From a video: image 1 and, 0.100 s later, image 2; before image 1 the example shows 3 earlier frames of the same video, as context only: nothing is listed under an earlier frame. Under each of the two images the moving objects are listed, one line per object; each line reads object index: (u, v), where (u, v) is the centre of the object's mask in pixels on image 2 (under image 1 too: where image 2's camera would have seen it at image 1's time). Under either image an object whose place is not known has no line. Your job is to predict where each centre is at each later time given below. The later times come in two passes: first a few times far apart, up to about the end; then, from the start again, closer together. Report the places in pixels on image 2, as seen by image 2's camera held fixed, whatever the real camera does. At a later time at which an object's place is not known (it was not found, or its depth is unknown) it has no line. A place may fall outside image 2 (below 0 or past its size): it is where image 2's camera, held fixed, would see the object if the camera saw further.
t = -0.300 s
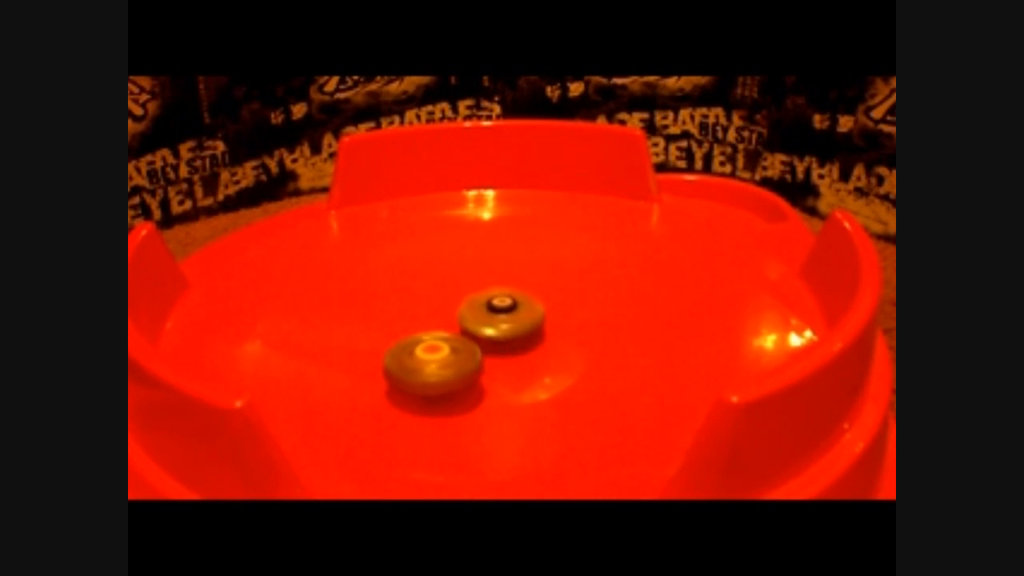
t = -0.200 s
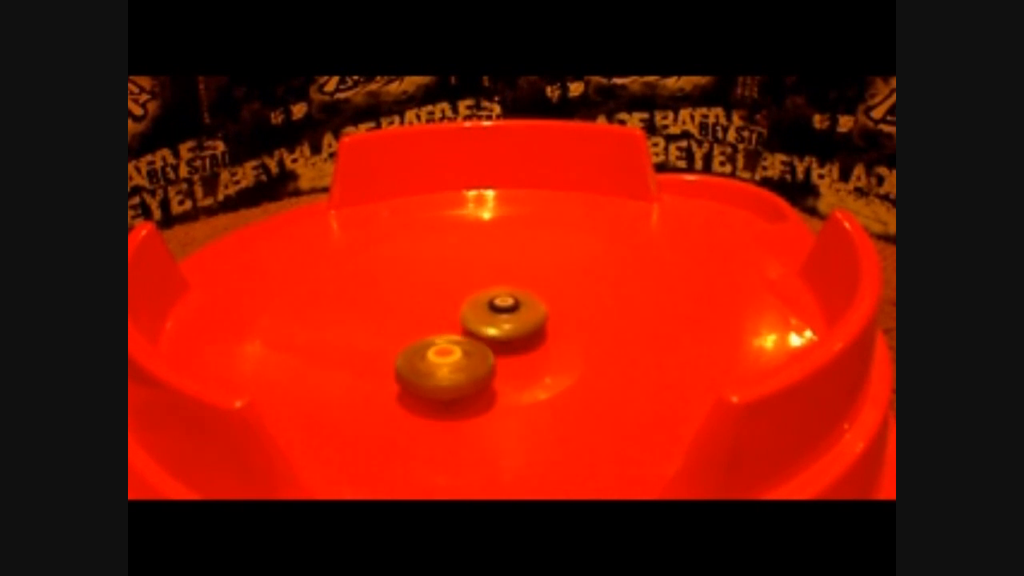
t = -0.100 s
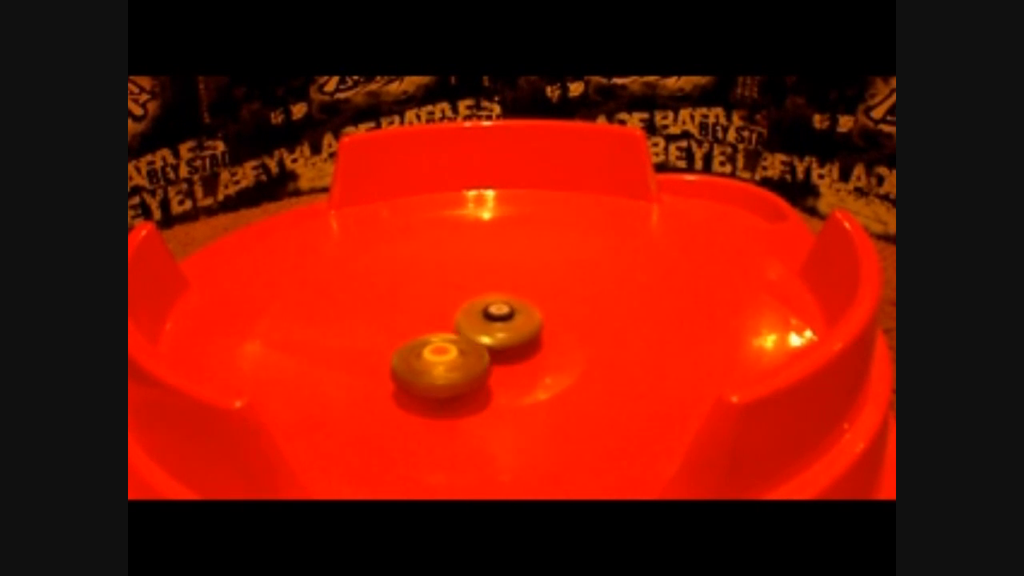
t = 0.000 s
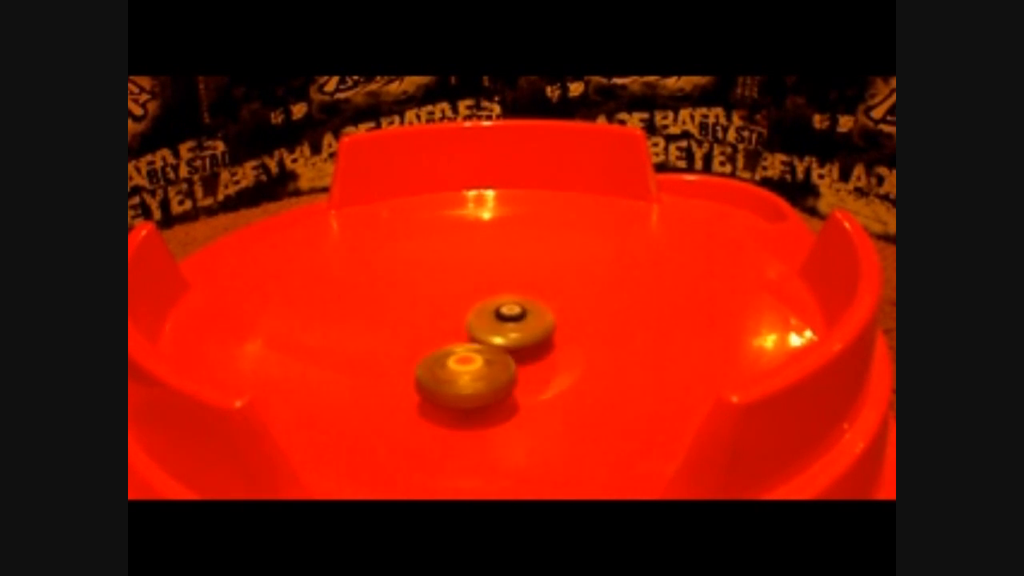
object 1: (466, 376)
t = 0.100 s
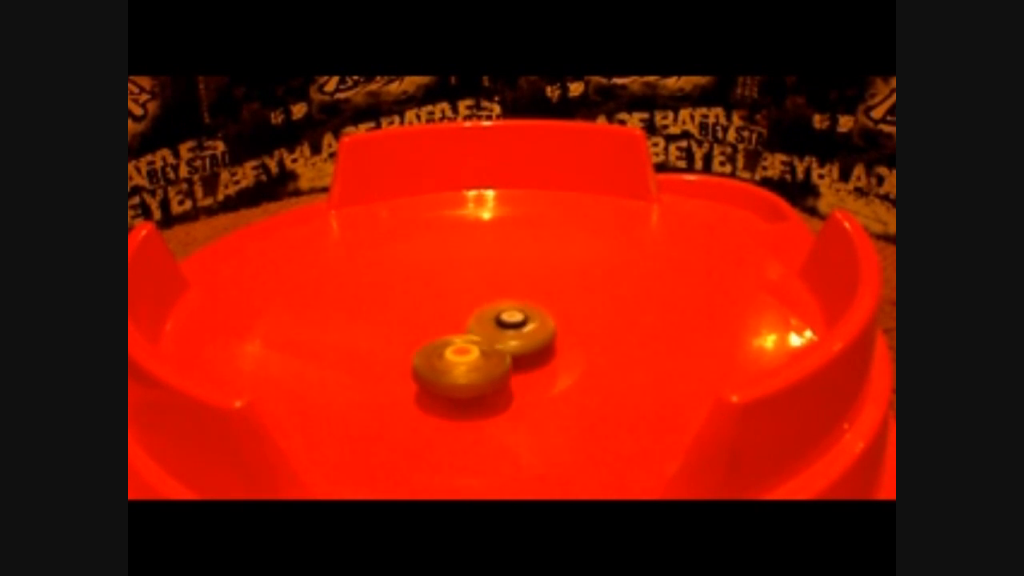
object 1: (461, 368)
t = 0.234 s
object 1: (432, 362)
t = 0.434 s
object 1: (422, 349)
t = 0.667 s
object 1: (412, 359)
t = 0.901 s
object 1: (420, 358)
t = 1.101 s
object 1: (420, 337)
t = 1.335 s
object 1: (445, 302)
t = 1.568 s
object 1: (422, 321)
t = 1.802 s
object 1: (427, 320)
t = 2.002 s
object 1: (429, 303)
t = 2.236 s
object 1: (404, 318)
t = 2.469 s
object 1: (422, 320)
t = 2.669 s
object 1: (427, 319)
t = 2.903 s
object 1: (427, 318)
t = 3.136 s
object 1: (404, 327)
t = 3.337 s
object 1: (402, 326)
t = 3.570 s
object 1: (401, 328)
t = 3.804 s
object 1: (403, 327)
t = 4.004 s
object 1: (402, 327)
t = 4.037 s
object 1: (409, 321)
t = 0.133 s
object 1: (460, 370)
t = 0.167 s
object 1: (455, 367)
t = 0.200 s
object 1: (444, 362)
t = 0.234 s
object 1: (432, 362)
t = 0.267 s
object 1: (424, 358)
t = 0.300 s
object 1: (419, 353)
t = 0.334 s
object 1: (422, 358)
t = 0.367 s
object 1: (420, 355)
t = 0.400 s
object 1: (421, 351)
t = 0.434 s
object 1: (422, 349)
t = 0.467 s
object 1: (422, 348)
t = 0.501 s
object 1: (411, 353)
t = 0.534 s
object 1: (414, 356)
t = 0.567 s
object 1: (421, 359)
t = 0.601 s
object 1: (422, 359)
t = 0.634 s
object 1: (423, 360)
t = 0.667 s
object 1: (412, 359)
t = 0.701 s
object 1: (431, 362)
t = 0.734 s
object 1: (425, 361)
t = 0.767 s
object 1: (422, 359)
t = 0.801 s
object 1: (420, 357)
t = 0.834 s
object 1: (420, 356)
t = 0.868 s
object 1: (401, 353)
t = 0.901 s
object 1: (420, 358)
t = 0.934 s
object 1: (418, 357)
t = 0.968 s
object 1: (376, 346)
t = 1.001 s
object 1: (372, 344)
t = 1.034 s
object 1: (405, 353)
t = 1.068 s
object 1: (413, 346)
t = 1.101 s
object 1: (420, 337)
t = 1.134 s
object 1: (433, 331)
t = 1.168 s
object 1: (406, 301)
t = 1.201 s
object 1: (406, 313)
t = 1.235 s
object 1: (420, 314)
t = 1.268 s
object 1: (432, 315)
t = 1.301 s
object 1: (440, 301)
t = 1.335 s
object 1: (445, 302)
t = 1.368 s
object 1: (449, 306)
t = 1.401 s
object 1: (452, 312)
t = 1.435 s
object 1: (451, 318)
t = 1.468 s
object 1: (445, 321)
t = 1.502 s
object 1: (437, 322)
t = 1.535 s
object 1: (429, 322)
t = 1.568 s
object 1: (422, 321)
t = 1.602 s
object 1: (418, 320)
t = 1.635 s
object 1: (417, 318)
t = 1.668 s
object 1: (417, 317)
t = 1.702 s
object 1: (419, 315)
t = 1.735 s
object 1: (422, 315)
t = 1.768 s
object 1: (425, 317)
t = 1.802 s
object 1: (427, 320)
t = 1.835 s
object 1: (428, 323)
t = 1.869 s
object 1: (423, 304)
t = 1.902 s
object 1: (419, 302)
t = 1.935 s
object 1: (419, 302)
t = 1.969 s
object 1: (424, 302)
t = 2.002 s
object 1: (429, 303)
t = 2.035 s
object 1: (435, 308)
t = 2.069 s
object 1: (438, 313)
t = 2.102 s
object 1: (436, 319)
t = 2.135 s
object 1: (425, 319)
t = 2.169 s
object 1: (417, 320)
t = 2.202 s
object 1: (410, 320)
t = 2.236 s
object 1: (404, 318)
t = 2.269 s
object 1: (402, 317)
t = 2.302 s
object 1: (404, 317)
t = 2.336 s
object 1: (408, 315)
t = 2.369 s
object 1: (413, 316)
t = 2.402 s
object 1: (417, 317)
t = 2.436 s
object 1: (421, 318)
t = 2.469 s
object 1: (422, 320)
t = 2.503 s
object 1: (422, 320)
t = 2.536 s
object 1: (422, 320)
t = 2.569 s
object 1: (423, 320)
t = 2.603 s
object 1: (424, 320)
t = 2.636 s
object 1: (425, 319)
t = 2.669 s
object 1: (427, 319)
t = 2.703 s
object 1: (427, 319)
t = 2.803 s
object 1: (428, 318)
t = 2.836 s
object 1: (427, 318)
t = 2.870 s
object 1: (427, 318)
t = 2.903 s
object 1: (427, 318)
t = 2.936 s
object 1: (427, 319)
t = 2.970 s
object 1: (427, 321)
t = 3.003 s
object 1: (426, 323)
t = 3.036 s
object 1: (423, 324)
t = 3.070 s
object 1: (418, 326)
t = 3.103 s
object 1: (412, 327)
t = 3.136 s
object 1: (404, 327)
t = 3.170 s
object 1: (399, 329)
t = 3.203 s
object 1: (398, 330)
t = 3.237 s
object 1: (400, 326)
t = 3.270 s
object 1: (400, 326)
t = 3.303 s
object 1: (400, 325)
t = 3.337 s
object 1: (402, 326)
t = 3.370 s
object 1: (403, 328)
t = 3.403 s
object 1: (400, 331)
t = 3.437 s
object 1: (399, 328)
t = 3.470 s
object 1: (399, 330)
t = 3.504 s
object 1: (400, 330)
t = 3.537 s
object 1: (400, 329)
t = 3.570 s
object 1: (401, 328)
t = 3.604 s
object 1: (403, 330)
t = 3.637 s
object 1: (403, 330)
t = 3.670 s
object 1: (401, 325)
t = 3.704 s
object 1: (400, 327)
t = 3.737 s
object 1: (400, 327)
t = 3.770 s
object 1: (401, 326)
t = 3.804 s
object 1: (403, 327)
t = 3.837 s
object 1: (405, 330)
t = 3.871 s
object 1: (406, 333)
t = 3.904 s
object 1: (404, 336)
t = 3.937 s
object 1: (396, 334)
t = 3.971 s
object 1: (402, 331)
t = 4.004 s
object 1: (402, 327)
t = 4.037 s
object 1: (409, 321)
